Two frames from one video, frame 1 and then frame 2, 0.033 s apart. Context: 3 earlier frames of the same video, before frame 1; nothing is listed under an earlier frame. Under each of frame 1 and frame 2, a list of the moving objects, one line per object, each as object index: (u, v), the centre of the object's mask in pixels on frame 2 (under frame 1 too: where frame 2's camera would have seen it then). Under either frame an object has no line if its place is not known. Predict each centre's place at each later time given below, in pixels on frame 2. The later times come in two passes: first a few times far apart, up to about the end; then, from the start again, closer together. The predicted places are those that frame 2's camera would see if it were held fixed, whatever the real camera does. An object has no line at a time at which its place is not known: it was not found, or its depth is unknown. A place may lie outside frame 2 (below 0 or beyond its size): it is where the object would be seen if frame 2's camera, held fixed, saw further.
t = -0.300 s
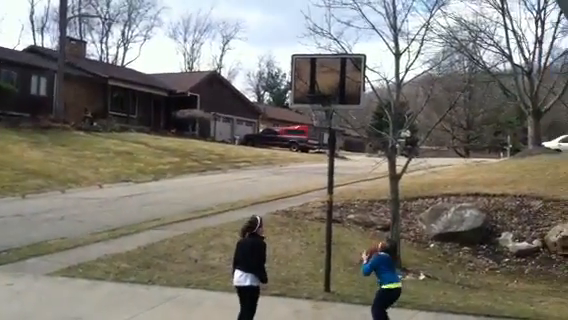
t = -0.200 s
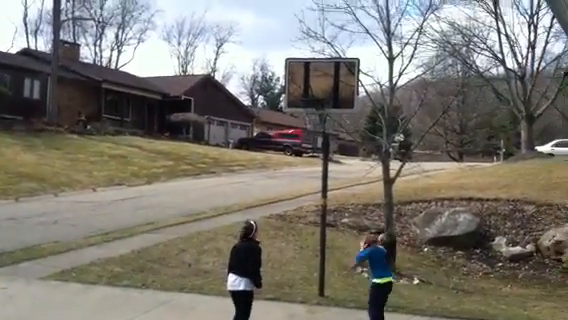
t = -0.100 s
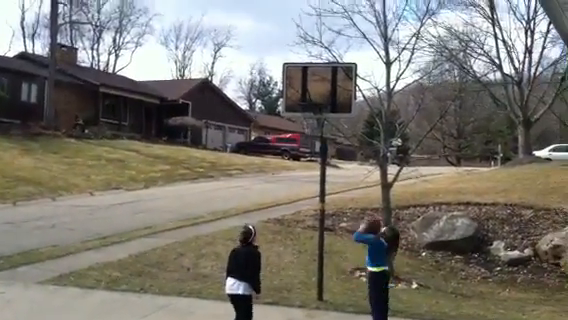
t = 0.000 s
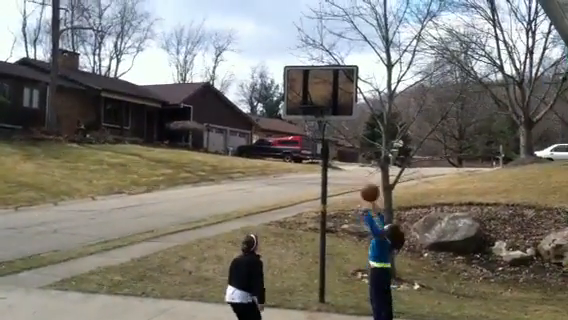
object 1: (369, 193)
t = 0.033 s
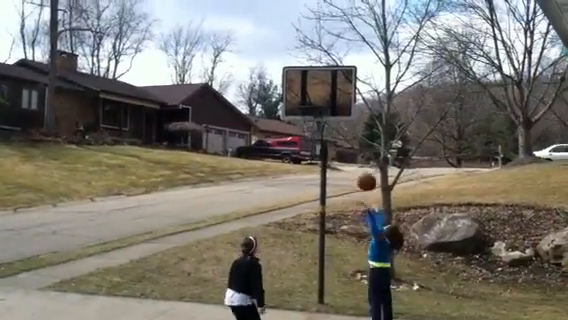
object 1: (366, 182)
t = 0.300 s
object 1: (347, 120)
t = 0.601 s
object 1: (328, 113)
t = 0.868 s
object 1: (311, 161)
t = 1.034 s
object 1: (297, 217)
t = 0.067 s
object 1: (364, 171)
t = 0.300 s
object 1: (347, 120)
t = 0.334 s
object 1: (345, 116)
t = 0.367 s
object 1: (343, 113)
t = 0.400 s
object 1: (342, 110)
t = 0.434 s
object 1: (341, 108)
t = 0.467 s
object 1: (336, 108)
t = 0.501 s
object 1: (335, 108)
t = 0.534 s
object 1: (333, 109)
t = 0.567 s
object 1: (331, 111)
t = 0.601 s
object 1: (328, 113)
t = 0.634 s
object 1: (326, 117)
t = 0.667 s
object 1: (324, 120)
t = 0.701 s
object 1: (321, 125)
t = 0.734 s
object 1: (319, 131)
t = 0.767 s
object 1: (315, 137)
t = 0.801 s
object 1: (316, 143)
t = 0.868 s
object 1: (311, 161)
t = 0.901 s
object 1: (307, 171)
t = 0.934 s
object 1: (305, 181)
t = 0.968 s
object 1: (302, 192)
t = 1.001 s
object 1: (300, 204)
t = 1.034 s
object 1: (297, 217)
